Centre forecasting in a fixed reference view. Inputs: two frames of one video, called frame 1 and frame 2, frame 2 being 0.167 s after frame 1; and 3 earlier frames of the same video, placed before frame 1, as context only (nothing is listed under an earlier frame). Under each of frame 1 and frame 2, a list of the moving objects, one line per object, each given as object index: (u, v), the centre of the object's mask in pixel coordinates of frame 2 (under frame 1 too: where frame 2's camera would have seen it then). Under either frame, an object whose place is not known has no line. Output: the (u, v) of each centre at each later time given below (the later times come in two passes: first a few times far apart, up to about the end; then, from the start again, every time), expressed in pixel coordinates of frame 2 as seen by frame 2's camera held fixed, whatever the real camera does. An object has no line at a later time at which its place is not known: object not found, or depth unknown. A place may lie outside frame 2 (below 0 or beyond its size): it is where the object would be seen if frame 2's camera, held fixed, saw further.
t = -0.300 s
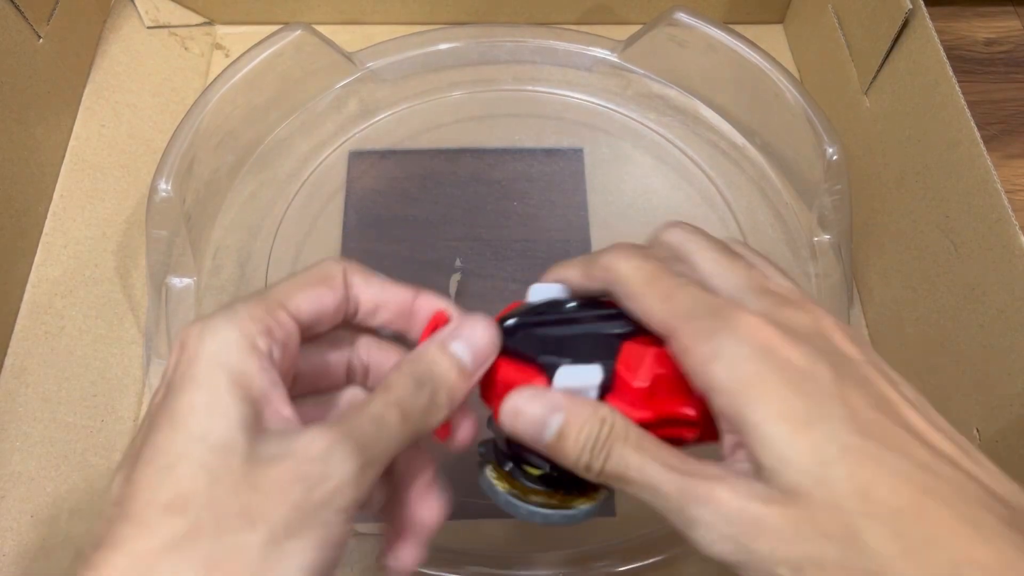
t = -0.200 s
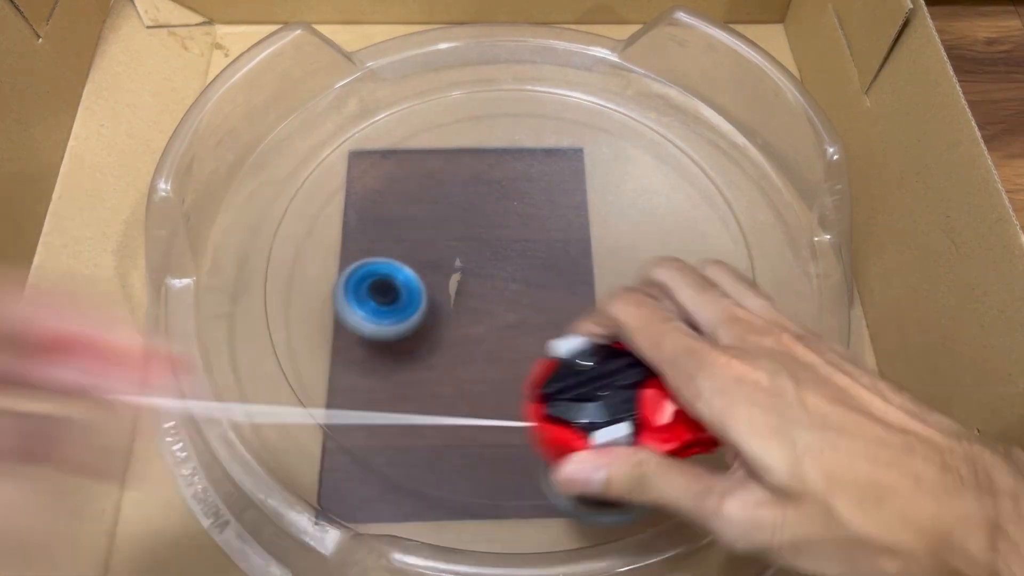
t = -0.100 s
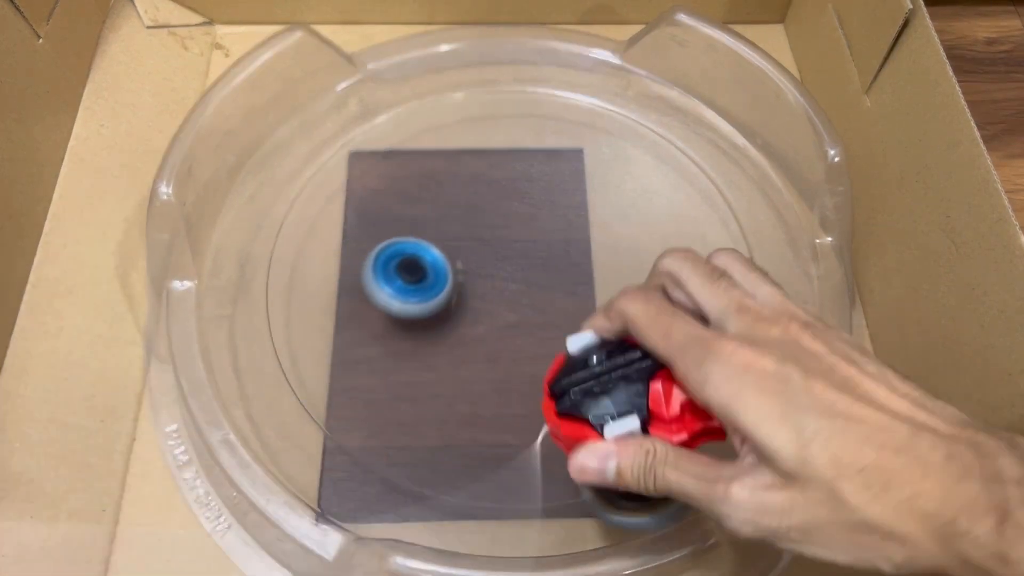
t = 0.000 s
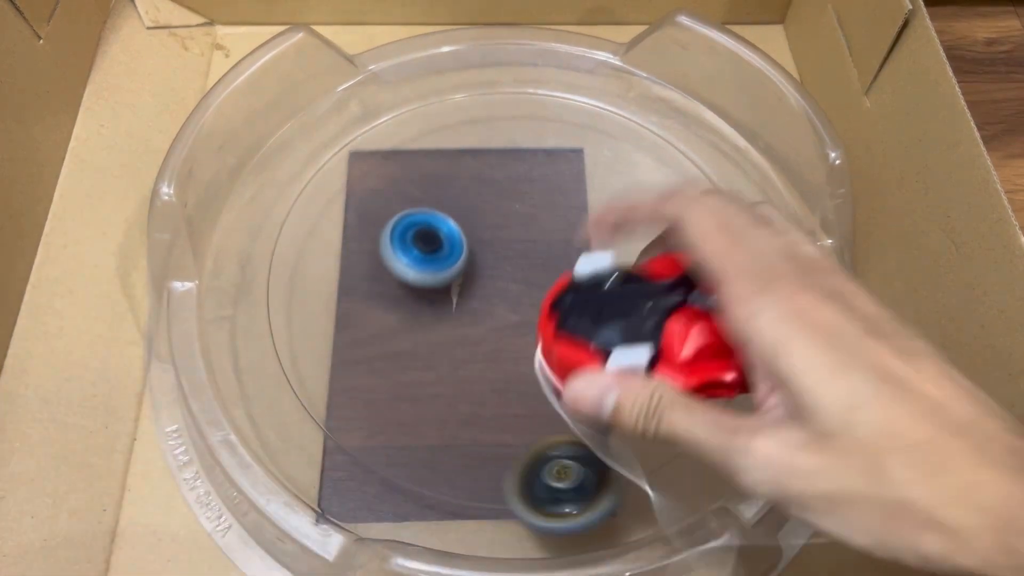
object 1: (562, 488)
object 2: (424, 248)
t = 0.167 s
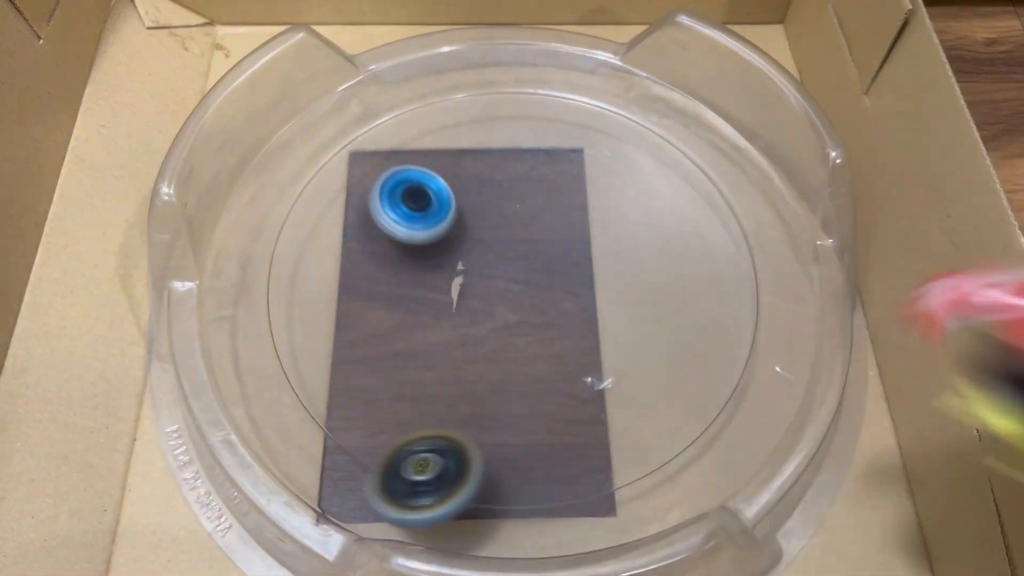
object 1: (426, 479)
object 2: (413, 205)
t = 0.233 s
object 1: (372, 484)
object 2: (398, 197)
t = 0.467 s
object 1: (324, 422)
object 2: (365, 204)
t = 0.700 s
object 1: (390, 332)
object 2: (448, 230)
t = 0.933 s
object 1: (482, 245)
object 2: (509, 171)
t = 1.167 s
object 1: (482, 228)
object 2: (489, 117)
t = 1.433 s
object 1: (388, 230)
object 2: (475, 145)
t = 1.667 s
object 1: (307, 240)
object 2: (536, 198)
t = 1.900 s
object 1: (305, 235)
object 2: (606, 190)
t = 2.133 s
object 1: (372, 223)
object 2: (608, 166)
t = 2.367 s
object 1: (453, 202)
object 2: (599, 193)
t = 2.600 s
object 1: (497, 162)
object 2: (625, 236)
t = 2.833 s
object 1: (476, 129)
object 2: (659, 240)
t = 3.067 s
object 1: (436, 91)
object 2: (638, 248)
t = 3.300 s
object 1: (468, 156)
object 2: (623, 301)
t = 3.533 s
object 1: (535, 145)
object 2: (639, 316)
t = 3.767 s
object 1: (545, 87)
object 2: (611, 318)
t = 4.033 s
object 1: (552, 91)
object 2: (575, 367)
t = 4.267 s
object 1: (546, 140)
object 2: (581, 372)
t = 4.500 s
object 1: (618, 281)
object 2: (534, 353)
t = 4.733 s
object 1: (743, 239)
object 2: (468, 373)
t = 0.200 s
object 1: (400, 481)
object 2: (406, 201)
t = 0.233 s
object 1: (372, 484)
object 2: (398, 197)
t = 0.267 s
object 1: (346, 487)
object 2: (391, 194)
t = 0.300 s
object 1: (324, 486)
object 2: (384, 192)
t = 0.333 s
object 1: (315, 477)
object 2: (378, 192)
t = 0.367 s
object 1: (315, 464)
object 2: (373, 193)
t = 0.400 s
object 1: (318, 449)
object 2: (369, 196)
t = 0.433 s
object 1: (320, 435)
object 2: (366, 200)
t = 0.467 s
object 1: (324, 422)
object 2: (365, 204)
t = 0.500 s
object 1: (328, 409)
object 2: (367, 210)
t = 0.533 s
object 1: (334, 397)
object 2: (374, 216)
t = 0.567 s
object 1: (342, 384)
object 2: (384, 222)
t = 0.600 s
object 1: (352, 371)
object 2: (398, 227)
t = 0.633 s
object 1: (362, 358)
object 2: (414, 230)
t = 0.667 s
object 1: (376, 345)
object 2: (431, 231)
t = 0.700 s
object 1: (390, 332)
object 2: (448, 230)
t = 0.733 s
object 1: (406, 317)
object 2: (463, 227)
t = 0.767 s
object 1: (420, 305)
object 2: (477, 222)
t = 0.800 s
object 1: (435, 291)
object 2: (487, 214)
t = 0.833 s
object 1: (448, 278)
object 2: (495, 205)
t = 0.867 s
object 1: (461, 264)
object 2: (501, 195)
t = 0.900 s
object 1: (473, 252)
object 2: (505, 184)
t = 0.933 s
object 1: (482, 245)
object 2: (509, 171)
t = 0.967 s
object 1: (488, 240)
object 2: (512, 157)
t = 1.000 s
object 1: (491, 238)
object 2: (513, 146)
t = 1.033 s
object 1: (493, 233)
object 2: (512, 137)
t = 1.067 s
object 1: (494, 233)
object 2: (508, 131)
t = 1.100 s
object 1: (492, 230)
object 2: (501, 125)
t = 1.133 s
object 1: (488, 229)
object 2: (495, 120)
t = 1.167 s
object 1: (482, 228)
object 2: (489, 117)
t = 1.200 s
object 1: (475, 227)
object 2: (484, 116)
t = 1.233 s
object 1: (465, 225)
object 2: (480, 116)
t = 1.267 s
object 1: (454, 228)
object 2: (478, 117)
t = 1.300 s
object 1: (441, 226)
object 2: (476, 120)
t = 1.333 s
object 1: (429, 227)
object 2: (475, 123)
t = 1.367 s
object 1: (416, 230)
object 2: (474, 128)
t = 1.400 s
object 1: (402, 230)
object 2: (474, 137)
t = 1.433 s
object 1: (388, 230)
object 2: (475, 145)
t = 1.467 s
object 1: (374, 231)
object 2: (479, 156)
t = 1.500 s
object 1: (361, 232)
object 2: (485, 165)
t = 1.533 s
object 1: (349, 233)
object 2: (494, 175)
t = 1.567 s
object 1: (338, 237)
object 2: (503, 184)
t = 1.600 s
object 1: (328, 238)
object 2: (514, 190)
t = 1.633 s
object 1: (317, 239)
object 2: (525, 195)
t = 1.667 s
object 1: (307, 240)
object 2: (536, 198)
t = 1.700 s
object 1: (298, 239)
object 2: (547, 201)
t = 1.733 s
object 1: (289, 238)
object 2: (558, 203)
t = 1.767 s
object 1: (282, 236)
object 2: (568, 203)
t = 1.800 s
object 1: (286, 237)
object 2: (578, 201)
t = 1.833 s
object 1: (291, 237)
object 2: (588, 198)
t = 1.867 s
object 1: (298, 236)
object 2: (598, 194)
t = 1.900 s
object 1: (305, 235)
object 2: (606, 190)
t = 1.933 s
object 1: (314, 234)
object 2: (611, 185)
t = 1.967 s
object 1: (322, 232)
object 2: (615, 180)
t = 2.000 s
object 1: (331, 230)
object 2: (617, 176)
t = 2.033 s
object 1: (341, 228)
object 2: (616, 173)
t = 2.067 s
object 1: (351, 226)
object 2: (614, 170)
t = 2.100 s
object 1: (362, 225)
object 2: (611, 168)
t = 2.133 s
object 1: (372, 223)
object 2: (608, 166)
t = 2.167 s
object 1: (384, 221)
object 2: (605, 166)
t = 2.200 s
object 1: (394, 218)
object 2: (603, 167)
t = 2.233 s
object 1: (407, 216)
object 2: (600, 169)
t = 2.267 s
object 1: (419, 214)
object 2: (598, 173)
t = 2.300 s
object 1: (431, 210)
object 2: (597, 178)
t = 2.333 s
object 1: (442, 206)
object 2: (597, 185)
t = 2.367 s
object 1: (453, 202)
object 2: (599, 193)
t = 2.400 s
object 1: (463, 197)
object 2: (601, 201)
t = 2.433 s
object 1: (472, 192)
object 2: (604, 208)
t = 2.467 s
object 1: (480, 185)
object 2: (608, 215)
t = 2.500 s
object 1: (486, 180)
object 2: (612, 221)
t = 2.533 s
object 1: (491, 174)
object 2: (616, 227)
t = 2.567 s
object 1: (495, 168)
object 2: (620, 232)
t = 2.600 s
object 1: (497, 162)
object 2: (625, 236)
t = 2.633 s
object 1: (497, 156)
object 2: (630, 239)
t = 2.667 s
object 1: (496, 150)
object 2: (636, 241)
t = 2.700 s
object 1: (494, 144)
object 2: (641, 242)
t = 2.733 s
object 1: (490, 140)
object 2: (647, 243)
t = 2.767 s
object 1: (486, 136)
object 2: (653, 243)
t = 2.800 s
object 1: (481, 133)
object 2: (657, 242)
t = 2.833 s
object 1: (476, 129)
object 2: (659, 240)
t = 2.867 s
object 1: (470, 125)
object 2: (660, 238)
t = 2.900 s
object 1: (464, 121)
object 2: (660, 237)
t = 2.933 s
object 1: (457, 118)
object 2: (657, 236)
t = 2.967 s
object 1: (451, 113)
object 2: (654, 237)
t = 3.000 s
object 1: (445, 107)
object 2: (649, 239)
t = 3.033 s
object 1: (440, 99)
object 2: (644, 242)
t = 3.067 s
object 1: (436, 91)
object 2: (638, 248)
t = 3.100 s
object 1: (437, 95)
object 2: (632, 254)
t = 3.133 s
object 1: (442, 109)
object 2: (625, 261)
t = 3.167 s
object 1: (446, 119)
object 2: (621, 269)
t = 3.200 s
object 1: (451, 130)
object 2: (619, 277)
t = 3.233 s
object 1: (456, 140)
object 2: (618, 286)
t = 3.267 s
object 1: (462, 149)
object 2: (620, 294)
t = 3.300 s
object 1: (468, 156)
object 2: (623, 301)
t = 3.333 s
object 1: (475, 160)
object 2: (627, 307)
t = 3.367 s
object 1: (483, 163)
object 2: (632, 312)
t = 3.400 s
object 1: (493, 163)
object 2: (636, 315)
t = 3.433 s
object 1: (504, 162)
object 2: (638, 317)
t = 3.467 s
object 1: (515, 158)
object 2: (640, 318)
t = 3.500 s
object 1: (525, 152)
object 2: (640, 318)
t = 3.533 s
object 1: (535, 145)
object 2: (639, 316)
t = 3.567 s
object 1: (541, 136)
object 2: (637, 315)
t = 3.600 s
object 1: (546, 127)
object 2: (635, 315)
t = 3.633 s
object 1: (547, 114)
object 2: (632, 314)
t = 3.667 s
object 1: (549, 102)
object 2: (628, 314)
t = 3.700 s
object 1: (550, 88)
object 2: (623, 315)
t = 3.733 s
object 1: (549, 81)
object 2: (617, 316)
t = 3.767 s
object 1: (545, 87)
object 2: (611, 318)
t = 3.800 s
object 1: (543, 92)
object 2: (606, 322)
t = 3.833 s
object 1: (542, 94)
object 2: (600, 328)
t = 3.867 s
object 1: (542, 97)
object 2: (594, 335)
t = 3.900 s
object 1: (542, 97)
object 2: (589, 342)
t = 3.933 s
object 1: (544, 96)
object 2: (584, 349)
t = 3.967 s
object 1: (546, 94)
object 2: (579, 356)
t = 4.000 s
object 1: (549, 92)
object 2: (577, 362)
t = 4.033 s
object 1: (552, 91)
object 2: (575, 367)
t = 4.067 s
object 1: (554, 91)
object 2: (574, 371)
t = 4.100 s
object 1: (557, 92)
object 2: (574, 374)
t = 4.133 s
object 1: (558, 97)
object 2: (576, 376)
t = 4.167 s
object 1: (557, 102)
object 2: (578, 376)
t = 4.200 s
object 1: (556, 113)
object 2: (579, 376)
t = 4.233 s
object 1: (552, 125)
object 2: (580, 374)
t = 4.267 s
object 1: (546, 140)
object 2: (581, 372)
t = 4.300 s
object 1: (539, 160)
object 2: (579, 370)
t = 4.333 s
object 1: (538, 182)
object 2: (576, 367)
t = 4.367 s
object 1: (544, 206)
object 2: (570, 364)
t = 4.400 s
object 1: (555, 230)
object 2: (564, 360)
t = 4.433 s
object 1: (573, 251)
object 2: (556, 357)
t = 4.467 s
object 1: (594, 268)
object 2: (546, 354)
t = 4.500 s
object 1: (618, 281)
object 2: (534, 353)
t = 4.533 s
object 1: (645, 291)
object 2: (521, 352)
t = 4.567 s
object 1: (670, 293)
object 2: (508, 353)
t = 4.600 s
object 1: (694, 290)
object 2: (496, 355)
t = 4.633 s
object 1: (717, 282)
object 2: (485, 359)
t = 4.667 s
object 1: (738, 271)
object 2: (477, 363)
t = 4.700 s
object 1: (753, 255)
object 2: (471, 368)
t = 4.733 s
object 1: (743, 239)
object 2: (468, 373)
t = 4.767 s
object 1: (733, 226)
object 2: (468, 378)
